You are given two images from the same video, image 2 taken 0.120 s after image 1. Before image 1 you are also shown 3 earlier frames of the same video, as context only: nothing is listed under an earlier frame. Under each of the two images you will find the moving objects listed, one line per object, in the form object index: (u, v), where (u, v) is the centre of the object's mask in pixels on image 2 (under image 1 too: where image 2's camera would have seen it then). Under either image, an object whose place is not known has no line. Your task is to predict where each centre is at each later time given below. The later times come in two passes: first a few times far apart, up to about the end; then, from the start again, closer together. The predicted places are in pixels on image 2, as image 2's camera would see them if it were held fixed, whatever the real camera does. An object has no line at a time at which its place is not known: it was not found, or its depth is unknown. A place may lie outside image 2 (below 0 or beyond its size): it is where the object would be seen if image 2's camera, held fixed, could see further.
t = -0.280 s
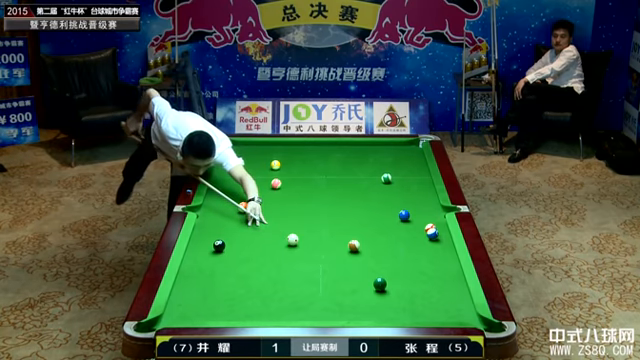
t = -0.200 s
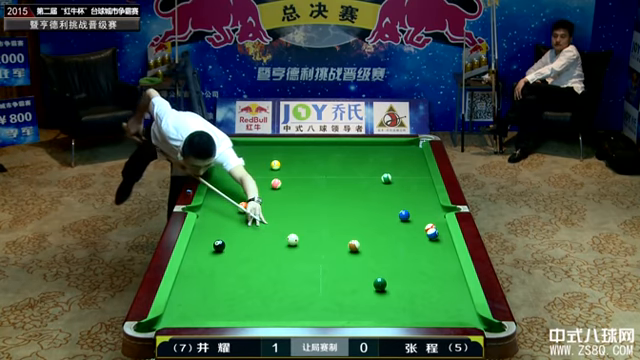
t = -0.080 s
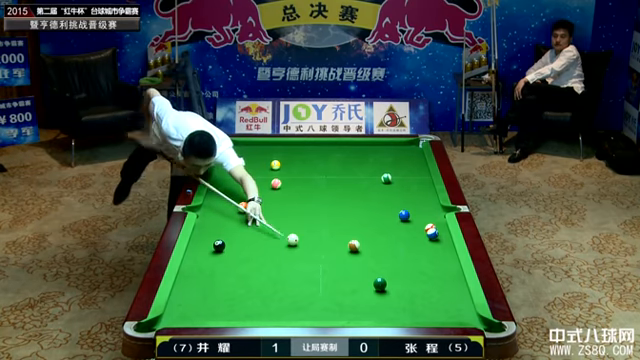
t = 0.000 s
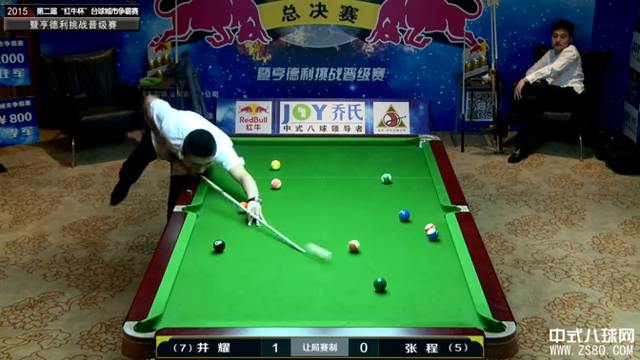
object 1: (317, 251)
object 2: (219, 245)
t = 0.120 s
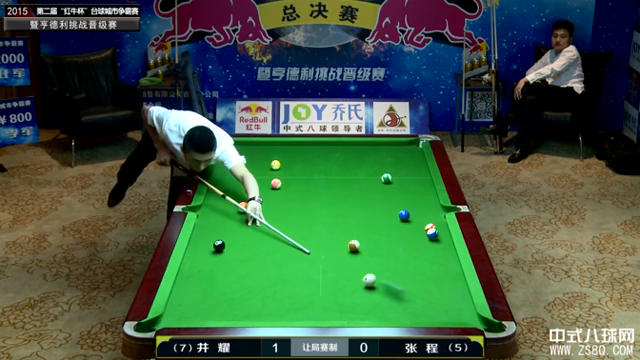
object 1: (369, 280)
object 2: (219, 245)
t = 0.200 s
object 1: (364, 282)
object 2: (219, 245)
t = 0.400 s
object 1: (344, 281)
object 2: (219, 245)
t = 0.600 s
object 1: (320, 276)
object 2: (219, 245)
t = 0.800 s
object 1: (298, 272)
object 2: (219, 245)
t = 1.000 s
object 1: (276, 269)
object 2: (219, 245)
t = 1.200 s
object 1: (255, 265)
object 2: (219, 245)
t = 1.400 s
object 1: (236, 261)
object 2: (219, 245)
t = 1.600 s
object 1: (217, 258)
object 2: (219, 245)
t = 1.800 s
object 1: (199, 255)
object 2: (219, 245)
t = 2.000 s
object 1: (196, 251)
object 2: (219, 245)
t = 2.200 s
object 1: (207, 246)
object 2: (219, 245)
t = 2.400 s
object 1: (208, 243)
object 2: (226, 244)
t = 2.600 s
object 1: (210, 241)
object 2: (233, 244)
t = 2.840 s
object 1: (211, 238)
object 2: (240, 243)
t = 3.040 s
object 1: (212, 236)
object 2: (245, 242)
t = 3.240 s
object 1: (214, 233)
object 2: (249, 242)
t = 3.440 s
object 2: (253, 241)
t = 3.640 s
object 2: (255, 241)
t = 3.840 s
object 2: (257, 241)
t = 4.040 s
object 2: (259, 241)
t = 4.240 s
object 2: (260, 241)
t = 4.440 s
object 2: (260, 241)
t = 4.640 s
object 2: (260, 241)
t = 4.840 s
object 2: (260, 241)
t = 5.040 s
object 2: (260, 241)
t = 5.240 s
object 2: (260, 241)
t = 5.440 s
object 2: (260, 241)
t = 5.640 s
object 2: (260, 241)
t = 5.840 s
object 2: (260, 241)
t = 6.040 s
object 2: (260, 241)
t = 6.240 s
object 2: (260, 241)
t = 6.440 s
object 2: (260, 241)
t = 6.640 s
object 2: (260, 241)
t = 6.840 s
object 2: (260, 241)
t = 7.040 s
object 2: (260, 241)
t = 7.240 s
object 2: (260, 241)
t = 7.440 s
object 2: (260, 241)
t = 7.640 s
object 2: (260, 241)
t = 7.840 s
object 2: (260, 241)
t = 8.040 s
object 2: (260, 241)
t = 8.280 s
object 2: (260, 241)
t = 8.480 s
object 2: (260, 241)
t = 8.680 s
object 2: (260, 241)
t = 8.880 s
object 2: (260, 241)
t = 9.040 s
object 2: (260, 241)
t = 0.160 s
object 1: (367, 281)
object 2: (219, 245)
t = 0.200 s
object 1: (364, 282)
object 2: (219, 245)
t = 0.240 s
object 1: (361, 282)
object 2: (219, 245)
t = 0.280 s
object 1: (357, 282)
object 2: (219, 245)
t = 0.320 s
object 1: (353, 282)
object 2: (219, 245)
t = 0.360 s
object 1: (349, 282)
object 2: (219, 245)
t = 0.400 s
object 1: (344, 281)
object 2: (219, 245)
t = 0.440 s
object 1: (339, 280)
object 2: (219, 245)
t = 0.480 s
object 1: (334, 279)
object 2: (219, 245)
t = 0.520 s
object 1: (330, 278)
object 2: (219, 245)
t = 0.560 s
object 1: (325, 277)
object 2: (219, 245)
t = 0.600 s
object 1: (320, 276)
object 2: (219, 245)
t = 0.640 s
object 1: (315, 276)
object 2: (219, 245)
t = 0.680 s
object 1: (311, 275)
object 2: (219, 245)
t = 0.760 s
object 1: (302, 273)
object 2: (219, 245)
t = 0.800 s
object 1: (298, 272)
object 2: (219, 245)
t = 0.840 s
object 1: (293, 272)
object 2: (219, 245)
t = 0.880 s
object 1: (289, 271)
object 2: (219, 245)
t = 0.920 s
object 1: (284, 270)
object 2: (219, 245)
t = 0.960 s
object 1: (280, 269)
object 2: (219, 245)
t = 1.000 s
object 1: (276, 269)
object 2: (219, 245)
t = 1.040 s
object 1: (272, 268)
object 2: (219, 245)
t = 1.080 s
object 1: (268, 267)
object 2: (219, 245)
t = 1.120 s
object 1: (263, 266)
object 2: (219, 245)
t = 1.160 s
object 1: (259, 265)
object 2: (219, 245)
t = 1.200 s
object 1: (255, 265)
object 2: (219, 245)
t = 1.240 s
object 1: (251, 264)
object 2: (219, 245)
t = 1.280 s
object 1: (247, 264)
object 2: (219, 245)
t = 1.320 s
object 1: (244, 262)
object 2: (219, 245)
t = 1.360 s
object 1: (240, 262)
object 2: (219, 245)
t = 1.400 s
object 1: (236, 261)
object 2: (219, 245)
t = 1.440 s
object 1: (232, 261)
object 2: (219, 245)
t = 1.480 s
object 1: (228, 260)
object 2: (219, 245)
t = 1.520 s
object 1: (225, 260)
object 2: (219, 245)
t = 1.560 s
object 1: (221, 259)
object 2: (219, 245)
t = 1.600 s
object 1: (217, 258)
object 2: (219, 245)
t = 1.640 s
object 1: (214, 257)
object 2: (219, 245)
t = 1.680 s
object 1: (210, 257)
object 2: (219, 245)
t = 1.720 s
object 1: (206, 256)
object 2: (219, 245)
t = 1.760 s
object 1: (203, 255)
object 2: (219, 245)
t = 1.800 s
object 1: (199, 255)
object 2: (219, 245)
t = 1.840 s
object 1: (196, 254)
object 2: (219, 245)
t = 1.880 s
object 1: (193, 254)
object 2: (219, 245)
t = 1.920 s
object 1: (191, 253)
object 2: (219, 245)
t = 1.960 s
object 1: (193, 252)
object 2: (219, 245)
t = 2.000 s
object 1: (196, 251)
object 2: (219, 245)
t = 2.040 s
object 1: (198, 250)
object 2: (219, 245)
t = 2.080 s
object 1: (200, 249)
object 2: (219, 245)
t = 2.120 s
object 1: (202, 248)
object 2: (219, 245)
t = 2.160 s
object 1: (205, 247)
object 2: (219, 245)
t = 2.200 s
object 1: (207, 246)
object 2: (219, 245)
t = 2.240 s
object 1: (207, 246)
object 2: (221, 245)
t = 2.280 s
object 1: (207, 245)
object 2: (222, 245)
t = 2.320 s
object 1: (207, 245)
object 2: (223, 245)
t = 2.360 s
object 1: (208, 244)
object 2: (225, 244)
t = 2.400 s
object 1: (208, 243)
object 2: (226, 244)
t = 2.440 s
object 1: (209, 243)
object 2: (228, 244)
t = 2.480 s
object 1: (209, 242)
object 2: (229, 244)
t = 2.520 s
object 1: (209, 242)
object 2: (230, 244)
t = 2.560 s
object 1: (210, 241)
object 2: (231, 244)
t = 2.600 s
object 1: (210, 241)
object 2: (233, 244)
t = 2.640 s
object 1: (210, 240)
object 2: (234, 243)
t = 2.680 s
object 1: (210, 240)
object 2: (235, 243)
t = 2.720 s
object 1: (211, 239)
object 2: (236, 243)
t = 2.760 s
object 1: (211, 239)
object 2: (237, 243)
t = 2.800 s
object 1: (211, 238)
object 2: (239, 243)
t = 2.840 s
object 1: (211, 238)
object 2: (240, 243)
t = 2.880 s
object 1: (212, 237)
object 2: (241, 243)
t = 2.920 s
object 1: (212, 237)
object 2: (242, 243)
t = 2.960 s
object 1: (212, 236)
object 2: (243, 243)
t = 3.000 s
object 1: (212, 236)
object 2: (244, 242)
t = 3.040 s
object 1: (212, 236)
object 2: (245, 242)
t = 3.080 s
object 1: (213, 235)
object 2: (246, 242)
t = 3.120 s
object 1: (213, 234)
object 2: (246, 242)
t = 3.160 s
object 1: (213, 234)
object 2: (247, 242)
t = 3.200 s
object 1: (213, 234)
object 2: (248, 242)
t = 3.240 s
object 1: (214, 233)
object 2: (249, 242)
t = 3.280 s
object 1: (214, 233)
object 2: (250, 242)
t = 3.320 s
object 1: (214, 233)
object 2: (251, 241)
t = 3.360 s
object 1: (214, 232)
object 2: (251, 241)
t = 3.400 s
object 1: (214, 232)
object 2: (252, 241)
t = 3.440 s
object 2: (253, 241)
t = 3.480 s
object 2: (253, 241)
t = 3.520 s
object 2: (254, 241)
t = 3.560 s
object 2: (254, 241)
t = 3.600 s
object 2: (255, 241)
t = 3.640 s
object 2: (255, 241)
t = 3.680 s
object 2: (256, 241)
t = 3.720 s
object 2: (256, 241)
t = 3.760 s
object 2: (257, 241)
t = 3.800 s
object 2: (257, 241)
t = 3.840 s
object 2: (257, 241)
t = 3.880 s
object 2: (258, 241)
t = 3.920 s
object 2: (258, 241)
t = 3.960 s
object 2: (258, 241)
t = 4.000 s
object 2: (259, 241)
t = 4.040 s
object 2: (259, 241)
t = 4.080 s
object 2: (259, 241)
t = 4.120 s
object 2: (259, 241)
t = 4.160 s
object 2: (260, 241)
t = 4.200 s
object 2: (260, 241)
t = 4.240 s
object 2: (260, 241)
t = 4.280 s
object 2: (260, 241)
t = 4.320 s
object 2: (260, 241)
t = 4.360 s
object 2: (260, 241)
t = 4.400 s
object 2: (260, 241)
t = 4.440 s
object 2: (260, 241)
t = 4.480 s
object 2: (260, 241)
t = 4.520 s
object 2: (260, 241)
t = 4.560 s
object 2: (260, 241)
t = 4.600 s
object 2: (260, 241)
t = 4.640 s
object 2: (260, 241)
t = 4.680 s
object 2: (260, 241)
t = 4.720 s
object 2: (260, 241)
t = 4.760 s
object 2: (260, 241)
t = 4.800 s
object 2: (260, 241)
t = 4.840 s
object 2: (260, 241)
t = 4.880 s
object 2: (260, 241)
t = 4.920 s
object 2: (260, 241)
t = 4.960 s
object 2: (260, 241)
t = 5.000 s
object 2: (260, 241)
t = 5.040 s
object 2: (260, 241)
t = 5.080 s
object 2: (260, 241)
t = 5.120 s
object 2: (260, 241)
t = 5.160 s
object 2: (260, 241)
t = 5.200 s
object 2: (260, 241)
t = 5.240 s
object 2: (260, 241)
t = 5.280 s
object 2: (260, 241)
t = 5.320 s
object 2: (260, 241)
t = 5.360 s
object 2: (260, 241)
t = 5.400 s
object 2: (260, 241)
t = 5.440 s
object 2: (260, 241)
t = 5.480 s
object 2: (260, 241)
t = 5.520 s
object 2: (260, 241)
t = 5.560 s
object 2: (260, 241)
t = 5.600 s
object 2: (260, 241)
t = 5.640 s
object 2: (260, 241)
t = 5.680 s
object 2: (260, 241)
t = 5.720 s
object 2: (260, 241)
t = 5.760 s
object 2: (260, 241)
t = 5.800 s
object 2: (260, 241)
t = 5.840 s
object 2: (260, 241)
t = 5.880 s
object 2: (260, 241)
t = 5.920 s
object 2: (260, 241)
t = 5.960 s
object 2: (260, 241)
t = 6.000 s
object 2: (260, 241)
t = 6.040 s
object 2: (260, 241)
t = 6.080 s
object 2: (260, 241)
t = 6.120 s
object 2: (260, 241)
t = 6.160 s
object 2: (260, 241)
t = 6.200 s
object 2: (260, 241)
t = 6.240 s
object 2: (260, 241)
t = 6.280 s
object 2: (260, 241)
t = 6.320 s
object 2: (260, 241)
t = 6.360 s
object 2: (260, 241)
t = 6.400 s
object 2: (260, 241)
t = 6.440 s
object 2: (260, 241)
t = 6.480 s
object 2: (260, 241)
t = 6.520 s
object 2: (260, 241)
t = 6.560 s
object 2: (260, 241)
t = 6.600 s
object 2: (260, 241)
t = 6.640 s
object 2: (260, 241)
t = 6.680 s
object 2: (260, 241)
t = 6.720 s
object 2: (260, 241)
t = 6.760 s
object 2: (260, 241)
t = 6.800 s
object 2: (260, 241)
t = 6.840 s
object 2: (260, 241)
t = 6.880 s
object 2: (260, 241)
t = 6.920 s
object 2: (260, 241)
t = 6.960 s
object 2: (260, 241)
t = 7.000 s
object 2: (260, 241)
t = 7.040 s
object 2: (260, 241)
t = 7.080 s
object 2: (260, 241)
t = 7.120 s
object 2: (260, 241)
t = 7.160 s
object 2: (260, 241)
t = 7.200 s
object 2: (260, 241)
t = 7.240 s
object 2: (260, 241)
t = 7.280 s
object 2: (260, 241)
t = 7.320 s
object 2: (260, 241)
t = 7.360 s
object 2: (260, 241)
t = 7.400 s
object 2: (260, 241)
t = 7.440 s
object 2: (260, 241)
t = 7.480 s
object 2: (260, 241)
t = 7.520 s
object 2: (260, 241)
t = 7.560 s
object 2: (260, 241)
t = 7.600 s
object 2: (260, 241)
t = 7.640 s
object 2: (260, 241)
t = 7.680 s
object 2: (260, 241)
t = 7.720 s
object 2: (260, 241)
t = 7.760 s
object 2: (260, 241)
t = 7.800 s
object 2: (260, 241)
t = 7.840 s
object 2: (260, 241)
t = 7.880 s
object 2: (260, 241)
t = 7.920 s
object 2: (260, 241)
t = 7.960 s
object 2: (260, 241)
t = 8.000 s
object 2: (260, 241)
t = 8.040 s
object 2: (260, 241)
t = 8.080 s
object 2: (260, 241)
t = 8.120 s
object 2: (260, 241)
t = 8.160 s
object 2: (260, 241)
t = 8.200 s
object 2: (260, 241)
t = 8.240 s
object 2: (260, 241)
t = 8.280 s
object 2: (260, 241)
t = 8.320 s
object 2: (260, 241)
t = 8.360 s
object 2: (260, 241)
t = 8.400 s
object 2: (260, 241)
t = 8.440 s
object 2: (260, 241)
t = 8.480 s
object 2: (260, 241)
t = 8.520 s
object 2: (260, 241)
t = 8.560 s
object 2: (260, 241)
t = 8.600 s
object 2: (260, 241)
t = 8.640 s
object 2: (260, 241)
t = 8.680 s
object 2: (260, 241)
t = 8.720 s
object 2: (260, 241)
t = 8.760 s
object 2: (260, 241)
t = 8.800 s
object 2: (260, 241)
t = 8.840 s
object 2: (260, 241)
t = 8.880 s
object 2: (260, 241)
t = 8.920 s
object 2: (260, 241)
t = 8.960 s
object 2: (260, 241)
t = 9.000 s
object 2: (260, 241)
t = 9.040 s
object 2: (260, 241)
